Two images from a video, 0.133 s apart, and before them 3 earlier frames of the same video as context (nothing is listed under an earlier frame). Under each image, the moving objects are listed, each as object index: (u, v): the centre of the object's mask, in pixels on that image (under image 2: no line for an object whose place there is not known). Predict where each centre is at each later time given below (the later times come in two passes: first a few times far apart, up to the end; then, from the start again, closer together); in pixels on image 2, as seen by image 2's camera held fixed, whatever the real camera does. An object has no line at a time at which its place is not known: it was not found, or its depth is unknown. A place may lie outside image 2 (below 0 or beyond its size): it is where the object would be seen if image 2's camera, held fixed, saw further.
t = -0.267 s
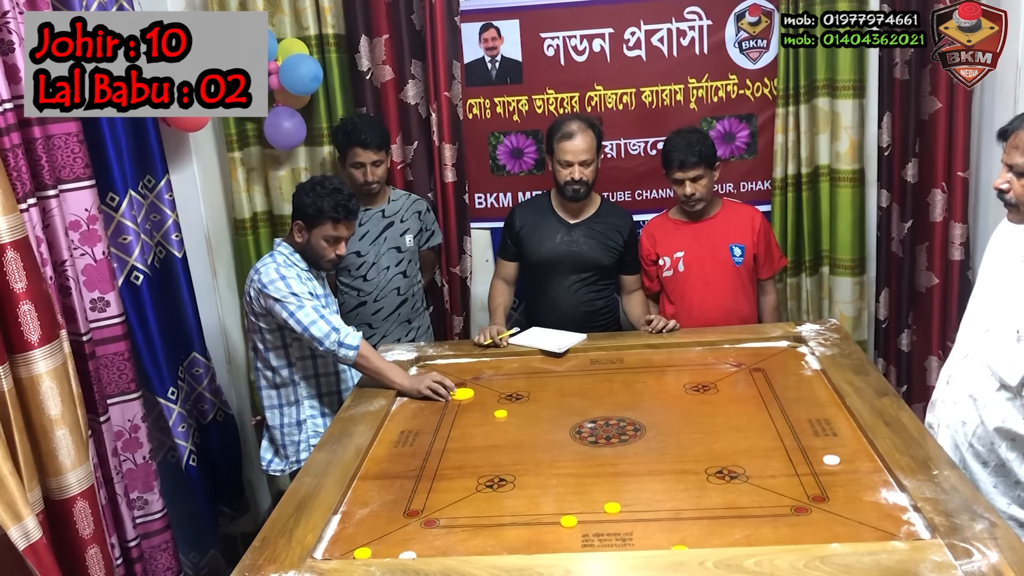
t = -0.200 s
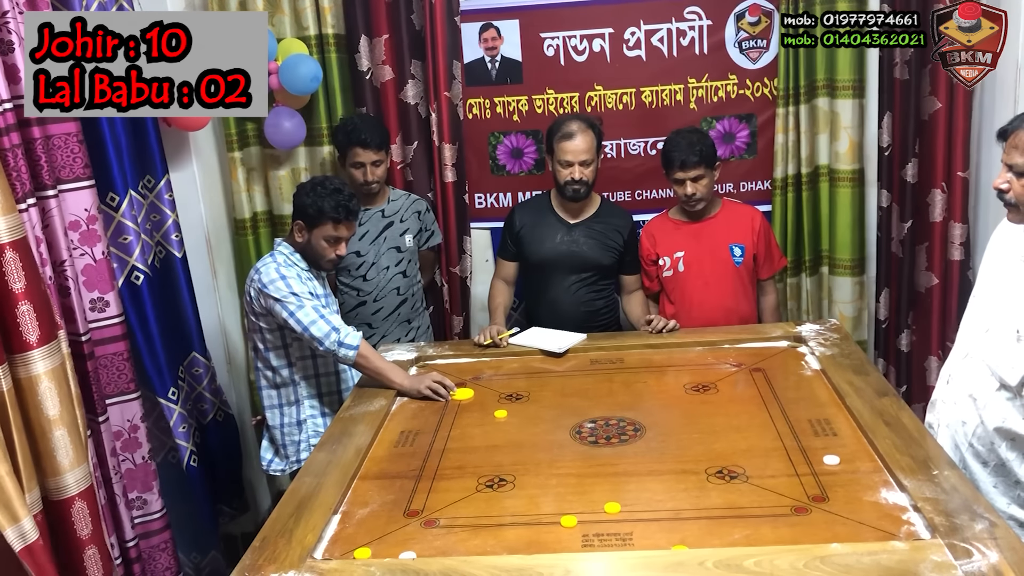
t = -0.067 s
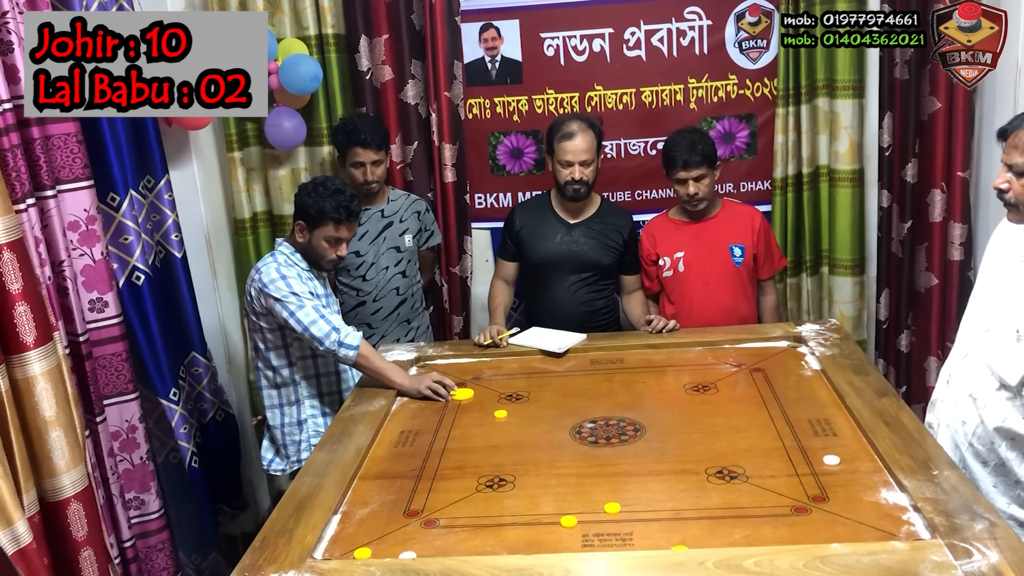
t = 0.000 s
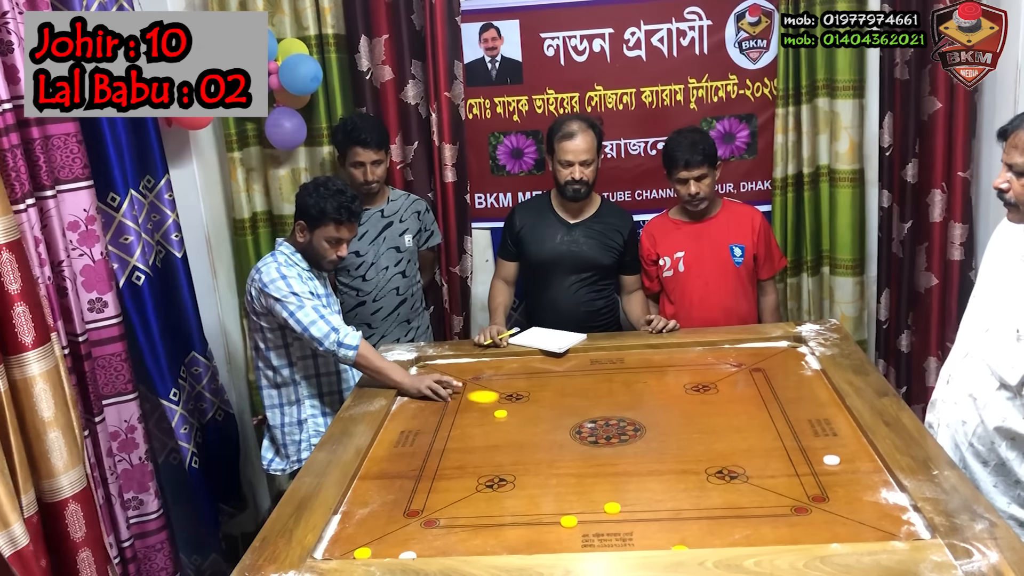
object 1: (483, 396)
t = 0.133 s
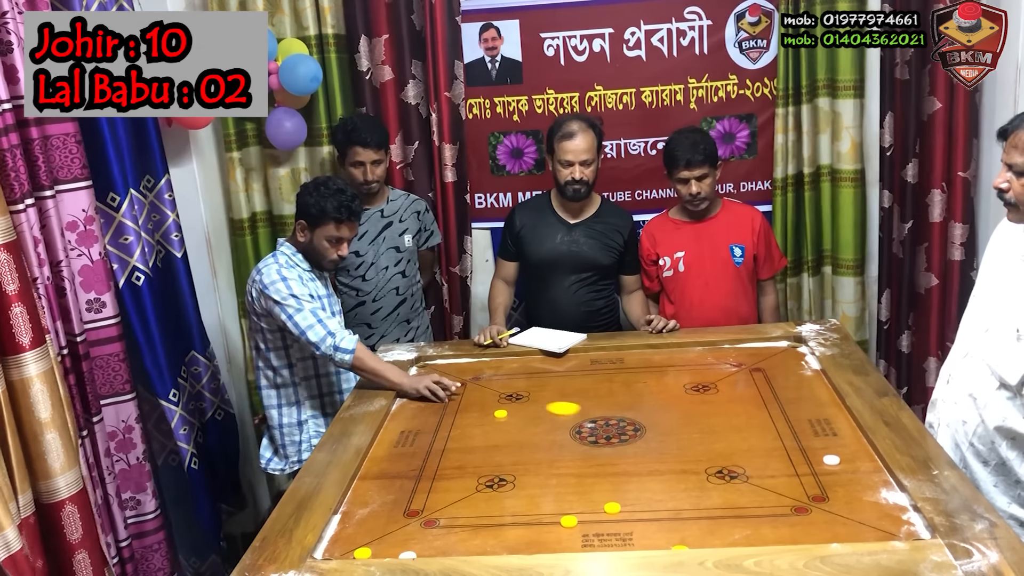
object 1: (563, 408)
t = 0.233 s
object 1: (625, 417)
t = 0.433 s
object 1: (752, 438)
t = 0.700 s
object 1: (819, 461)
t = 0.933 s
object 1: (736, 477)
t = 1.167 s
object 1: (668, 491)
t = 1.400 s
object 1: (623, 501)
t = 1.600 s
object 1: (606, 504)
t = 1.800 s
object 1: (603, 506)
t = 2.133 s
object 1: (603, 506)
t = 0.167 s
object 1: (584, 411)
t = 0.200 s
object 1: (604, 414)
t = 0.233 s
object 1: (625, 417)
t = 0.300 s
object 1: (667, 424)
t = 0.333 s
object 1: (688, 427)
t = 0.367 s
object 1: (709, 431)
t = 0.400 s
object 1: (731, 434)
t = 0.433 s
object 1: (752, 438)
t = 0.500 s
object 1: (795, 444)
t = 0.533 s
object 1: (817, 448)
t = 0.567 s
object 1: (838, 450)
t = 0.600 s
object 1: (856, 453)
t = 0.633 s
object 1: (845, 455)
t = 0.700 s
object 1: (819, 461)
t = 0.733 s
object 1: (806, 463)
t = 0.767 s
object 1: (793, 466)
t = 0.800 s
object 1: (781, 468)
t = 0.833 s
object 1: (769, 470)
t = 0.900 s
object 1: (746, 475)
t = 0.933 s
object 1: (736, 477)
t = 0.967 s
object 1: (725, 479)
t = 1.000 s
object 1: (714, 482)
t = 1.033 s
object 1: (705, 483)
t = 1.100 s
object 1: (686, 487)
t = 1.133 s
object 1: (677, 489)
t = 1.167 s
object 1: (668, 491)
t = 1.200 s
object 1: (660, 493)
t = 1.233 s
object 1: (652, 494)
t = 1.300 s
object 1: (638, 498)
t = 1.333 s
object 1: (632, 499)
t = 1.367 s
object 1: (627, 500)
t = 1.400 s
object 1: (623, 501)
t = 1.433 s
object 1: (619, 501)
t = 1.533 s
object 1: (610, 503)
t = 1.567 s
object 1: (608, 504)
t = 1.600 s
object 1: (606, 504)
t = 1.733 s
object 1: (604, 506)
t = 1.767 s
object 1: (603, 506)
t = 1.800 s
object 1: (603, 506)
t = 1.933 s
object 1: (603, 506)
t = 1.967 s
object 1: (603, 506)
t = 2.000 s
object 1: (603, 506)
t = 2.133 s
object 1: (603, 506)
